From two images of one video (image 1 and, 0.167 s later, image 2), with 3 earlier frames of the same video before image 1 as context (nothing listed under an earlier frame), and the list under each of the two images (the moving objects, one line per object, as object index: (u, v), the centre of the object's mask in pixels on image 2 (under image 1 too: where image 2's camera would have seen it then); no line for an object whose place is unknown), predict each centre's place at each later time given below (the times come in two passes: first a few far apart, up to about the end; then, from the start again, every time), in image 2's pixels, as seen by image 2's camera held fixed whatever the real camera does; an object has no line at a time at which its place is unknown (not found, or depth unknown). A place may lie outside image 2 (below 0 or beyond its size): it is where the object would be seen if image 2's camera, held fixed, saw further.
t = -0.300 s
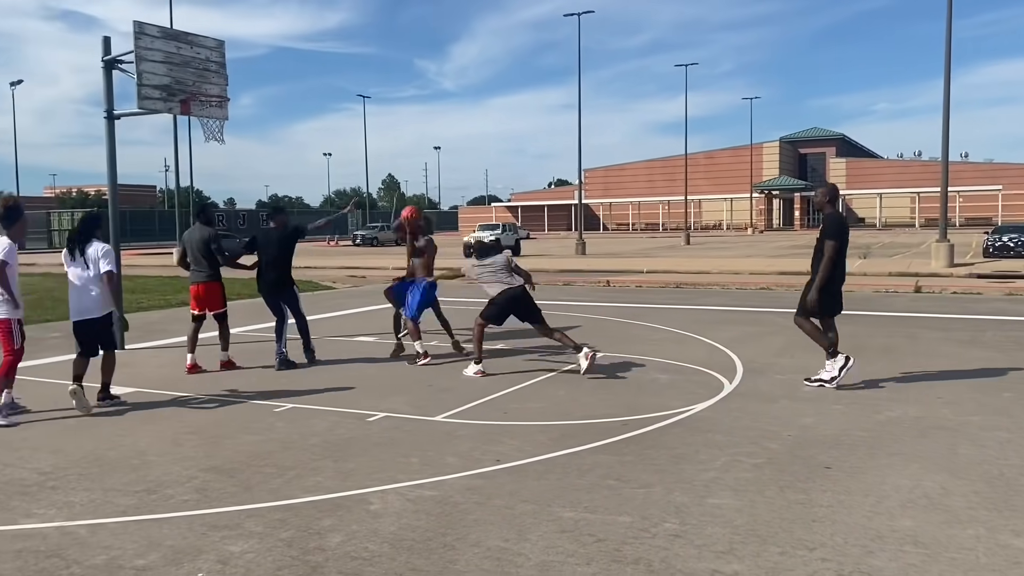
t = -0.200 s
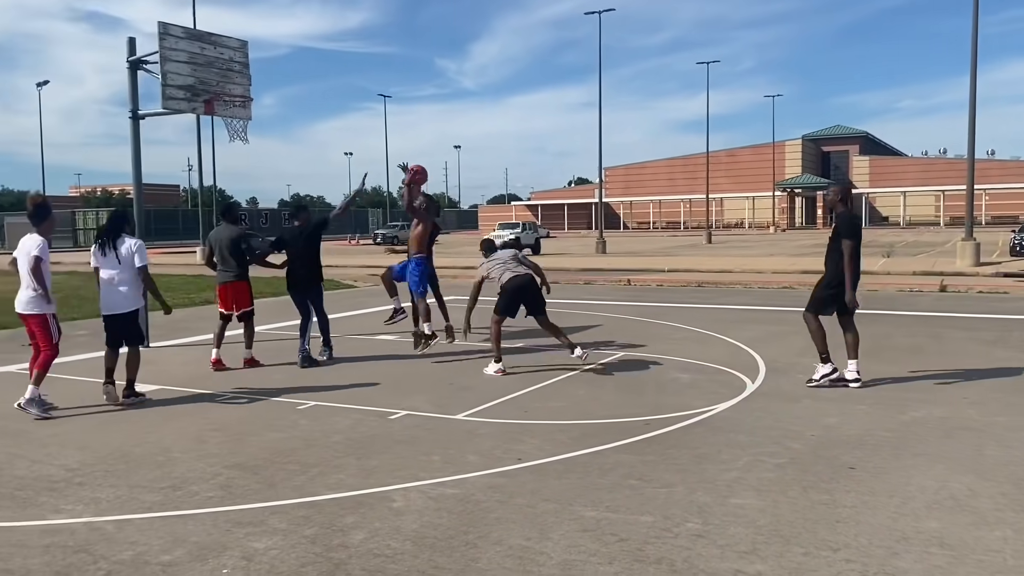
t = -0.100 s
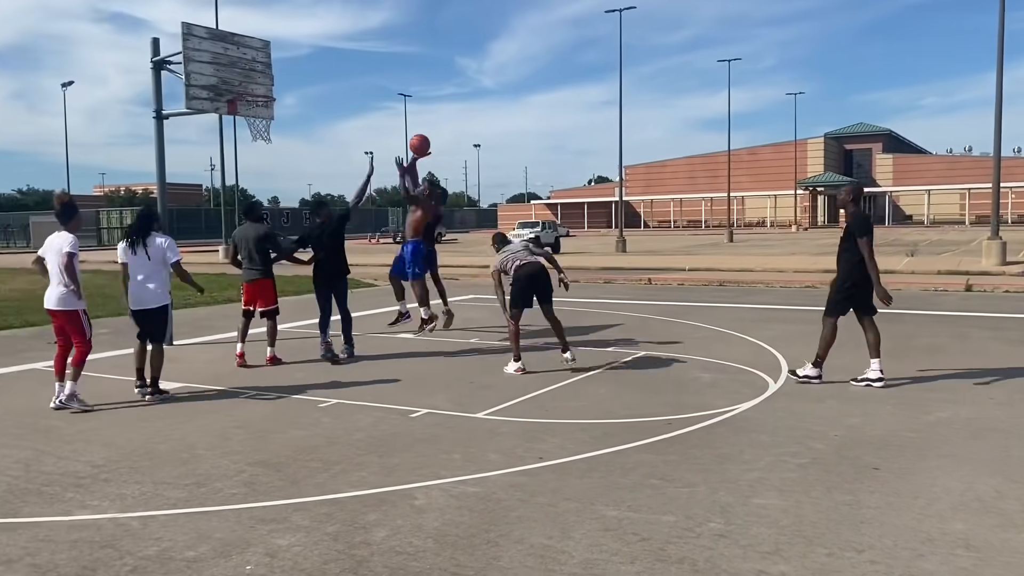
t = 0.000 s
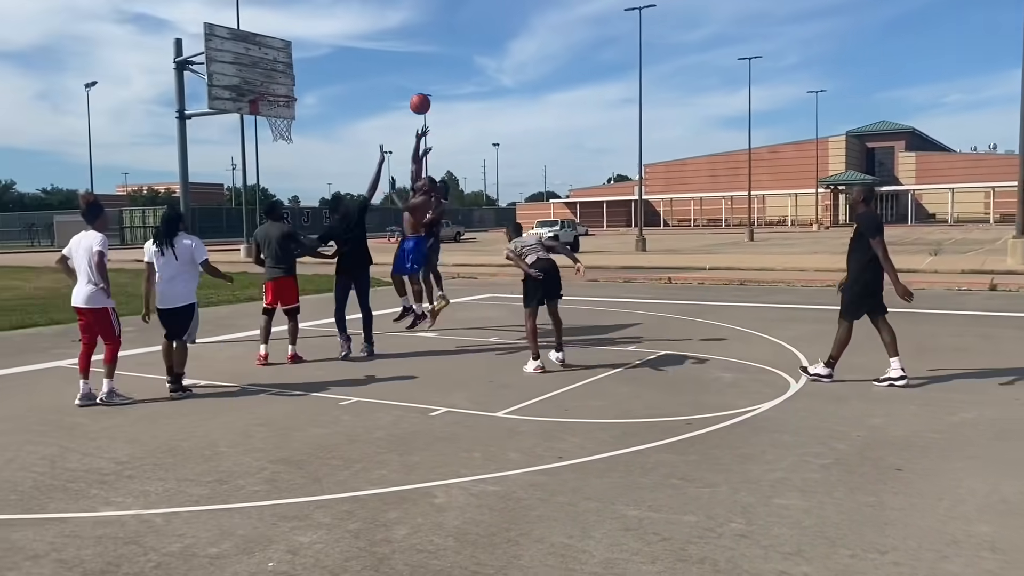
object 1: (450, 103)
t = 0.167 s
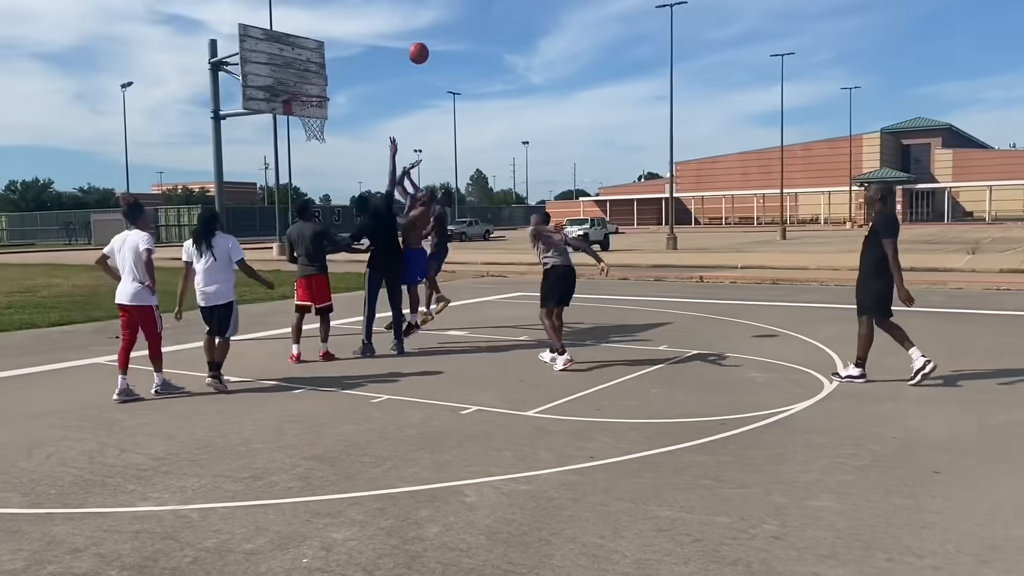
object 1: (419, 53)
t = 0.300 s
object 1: (394, 31)
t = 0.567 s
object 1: (346, 33)
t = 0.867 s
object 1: (298, 96)
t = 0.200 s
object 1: (412, 46)
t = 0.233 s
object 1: (406, 40)
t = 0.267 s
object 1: (400, 35)
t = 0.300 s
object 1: (394, 31)
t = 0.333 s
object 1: (388, 28)
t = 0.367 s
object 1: (382, 26)
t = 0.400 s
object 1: (375, 24)
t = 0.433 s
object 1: (369, 24)
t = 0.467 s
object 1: (364, 25)
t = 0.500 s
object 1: (358, 27)
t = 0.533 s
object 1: (352, 30)
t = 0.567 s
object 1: (346, 33)
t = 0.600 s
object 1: (340, 38)
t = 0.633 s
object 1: (335, 44)
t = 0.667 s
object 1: (329, 50)
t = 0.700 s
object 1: (324, 57)
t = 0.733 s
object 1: (318, 67)
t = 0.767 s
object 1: (313, 76)
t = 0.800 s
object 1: (307, 86)
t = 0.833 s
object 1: (302, 93)
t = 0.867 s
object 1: (298, 96)
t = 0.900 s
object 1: (294, 102)
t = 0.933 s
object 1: (289, 107)
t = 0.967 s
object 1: (285, 113)
